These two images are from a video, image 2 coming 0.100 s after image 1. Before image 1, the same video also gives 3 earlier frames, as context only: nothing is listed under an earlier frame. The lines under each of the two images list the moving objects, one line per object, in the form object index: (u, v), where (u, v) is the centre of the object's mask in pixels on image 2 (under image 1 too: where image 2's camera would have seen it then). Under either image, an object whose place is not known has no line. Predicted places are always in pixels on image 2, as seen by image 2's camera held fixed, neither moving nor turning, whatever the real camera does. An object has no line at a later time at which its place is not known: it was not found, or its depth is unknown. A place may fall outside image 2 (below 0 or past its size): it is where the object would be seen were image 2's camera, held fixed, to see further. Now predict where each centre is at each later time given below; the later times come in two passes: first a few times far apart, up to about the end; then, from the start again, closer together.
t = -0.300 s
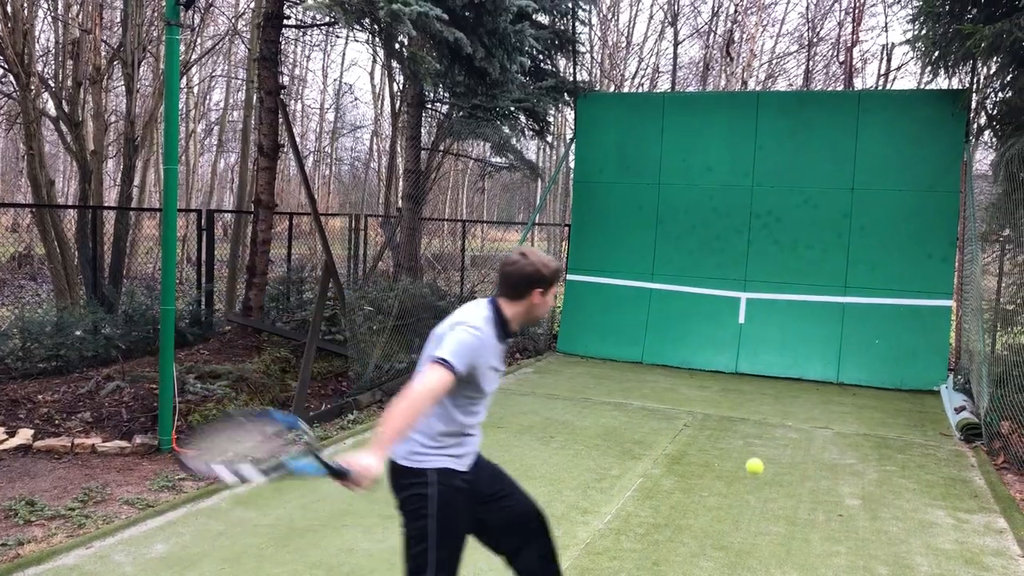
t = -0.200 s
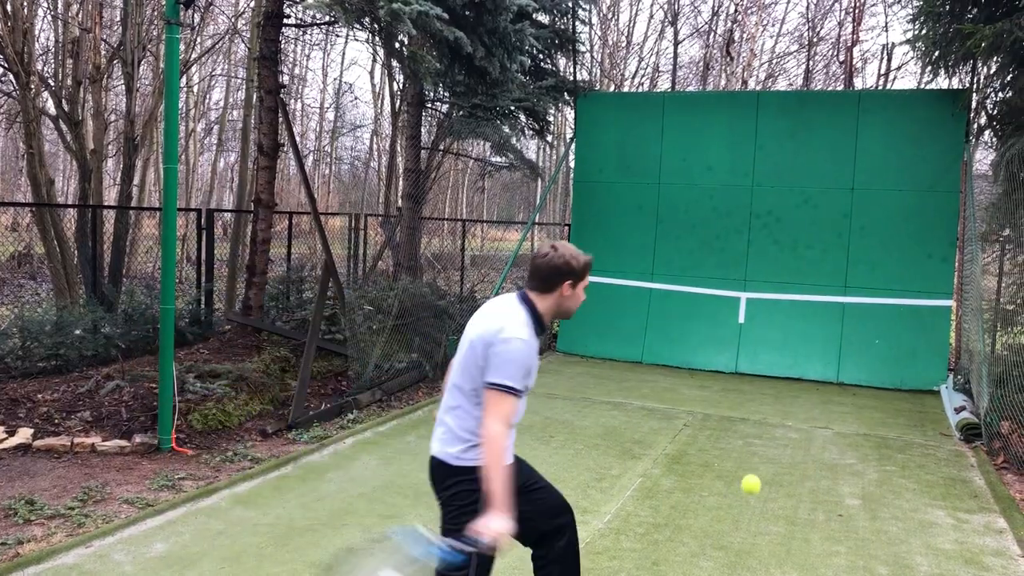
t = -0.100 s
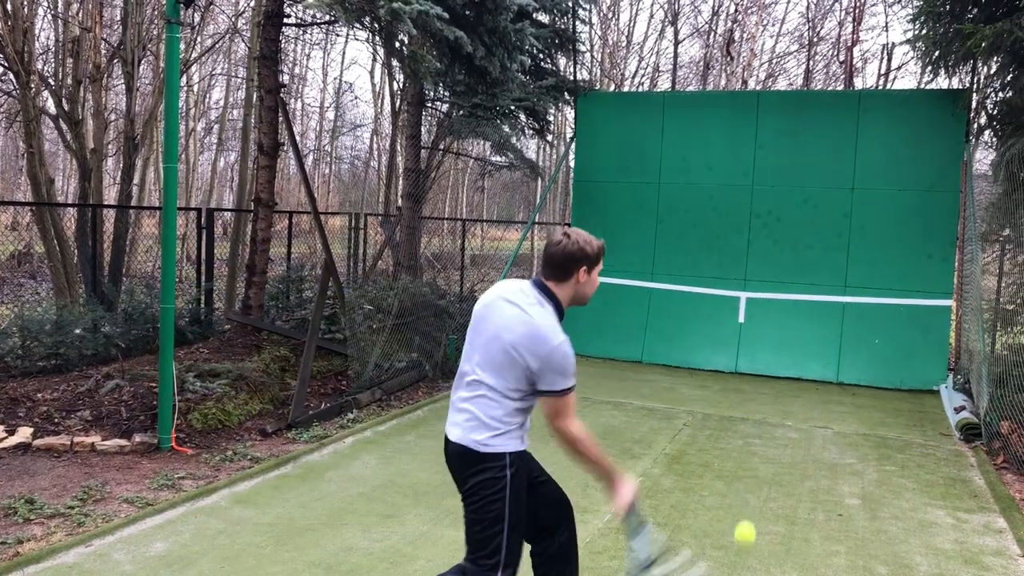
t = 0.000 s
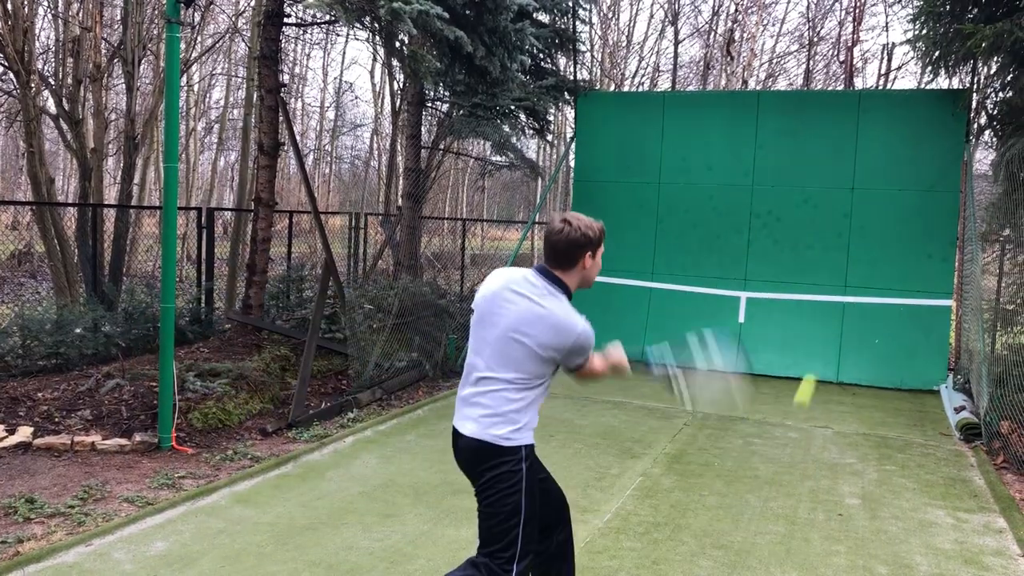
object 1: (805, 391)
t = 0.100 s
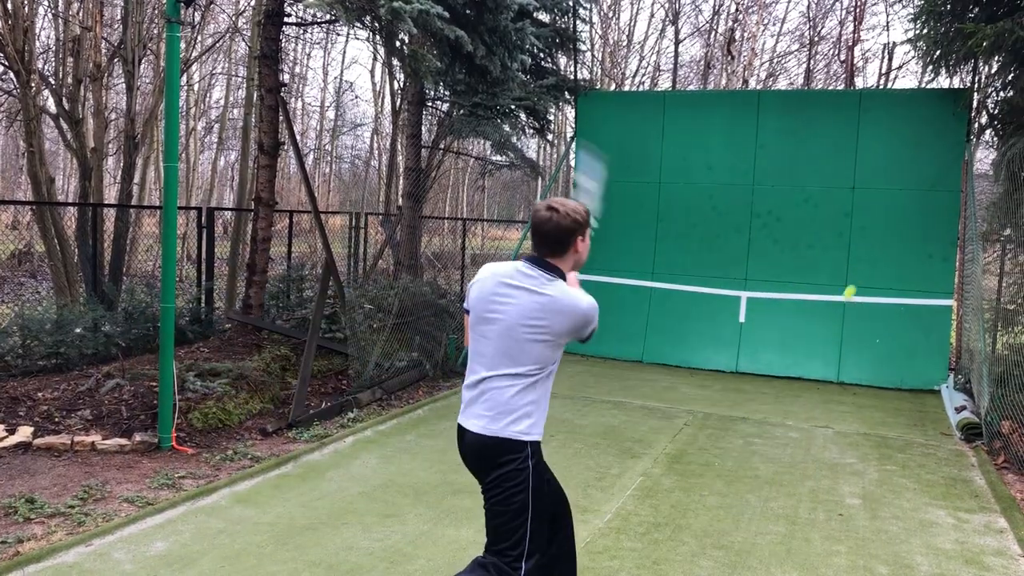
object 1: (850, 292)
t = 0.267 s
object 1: (882, 241)
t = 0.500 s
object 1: (885, 243)
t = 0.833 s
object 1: (864, 390)
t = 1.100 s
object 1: (854, 472)
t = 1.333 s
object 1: (855, 470)
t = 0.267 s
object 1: (882, 241)
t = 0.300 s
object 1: (886, 239)
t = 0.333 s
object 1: (888, 237)
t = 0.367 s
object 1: (888, 236)
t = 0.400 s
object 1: (887, 235)
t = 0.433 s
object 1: (887, 236)
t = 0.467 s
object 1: (886, 239)
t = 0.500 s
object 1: (885, 243)
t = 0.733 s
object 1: (873, 319)
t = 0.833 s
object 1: (864, 390)
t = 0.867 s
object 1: (861, 421)
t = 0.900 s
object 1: (857, 455)
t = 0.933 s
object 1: (853, 495)
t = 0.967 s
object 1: (850, 522)
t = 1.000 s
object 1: (851, 506)
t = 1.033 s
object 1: (852, 493)
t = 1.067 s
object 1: (853, 481)
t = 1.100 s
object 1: (854, 472)
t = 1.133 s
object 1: (854, 464)
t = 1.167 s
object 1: (855, 459)
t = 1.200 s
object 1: (855, 456)
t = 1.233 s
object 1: (855, 455)
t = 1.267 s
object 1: (855, 457)
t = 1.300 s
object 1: (855, 462)
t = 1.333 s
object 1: (855, 470)
